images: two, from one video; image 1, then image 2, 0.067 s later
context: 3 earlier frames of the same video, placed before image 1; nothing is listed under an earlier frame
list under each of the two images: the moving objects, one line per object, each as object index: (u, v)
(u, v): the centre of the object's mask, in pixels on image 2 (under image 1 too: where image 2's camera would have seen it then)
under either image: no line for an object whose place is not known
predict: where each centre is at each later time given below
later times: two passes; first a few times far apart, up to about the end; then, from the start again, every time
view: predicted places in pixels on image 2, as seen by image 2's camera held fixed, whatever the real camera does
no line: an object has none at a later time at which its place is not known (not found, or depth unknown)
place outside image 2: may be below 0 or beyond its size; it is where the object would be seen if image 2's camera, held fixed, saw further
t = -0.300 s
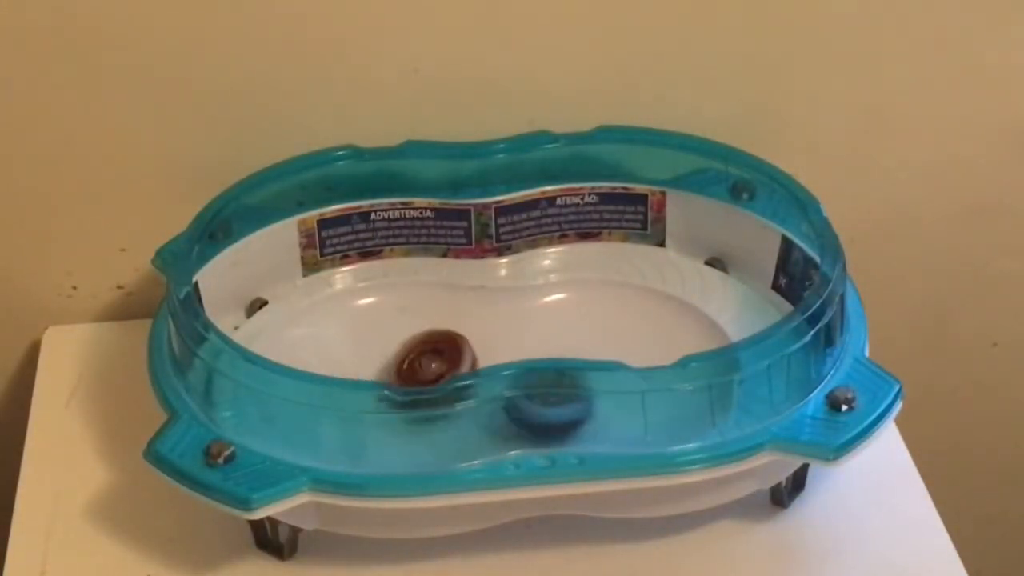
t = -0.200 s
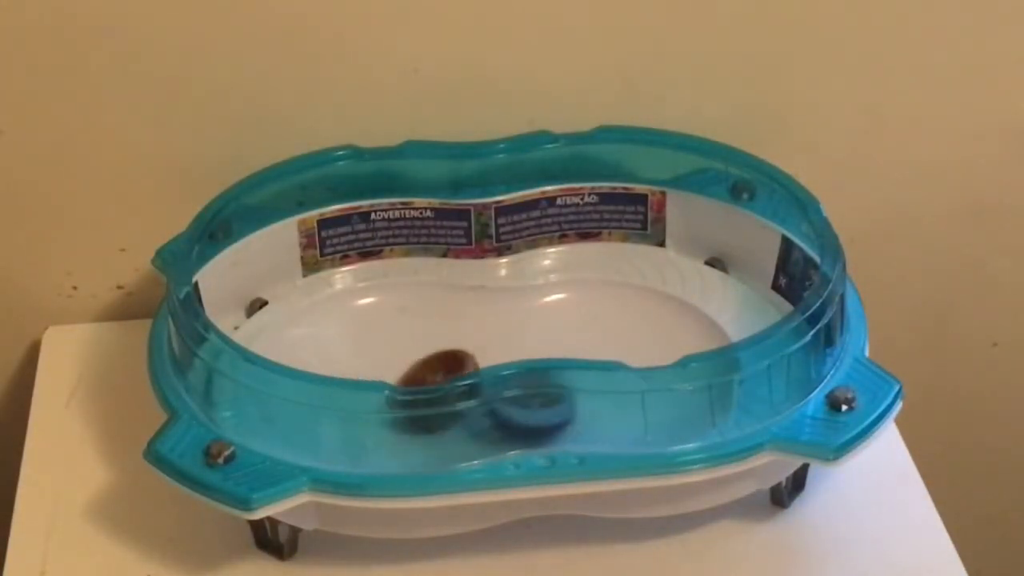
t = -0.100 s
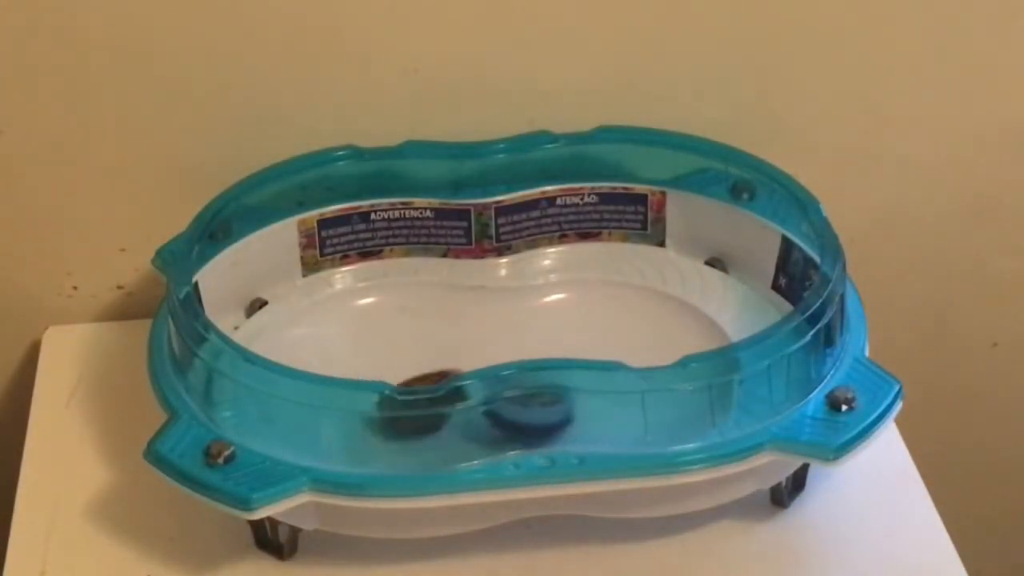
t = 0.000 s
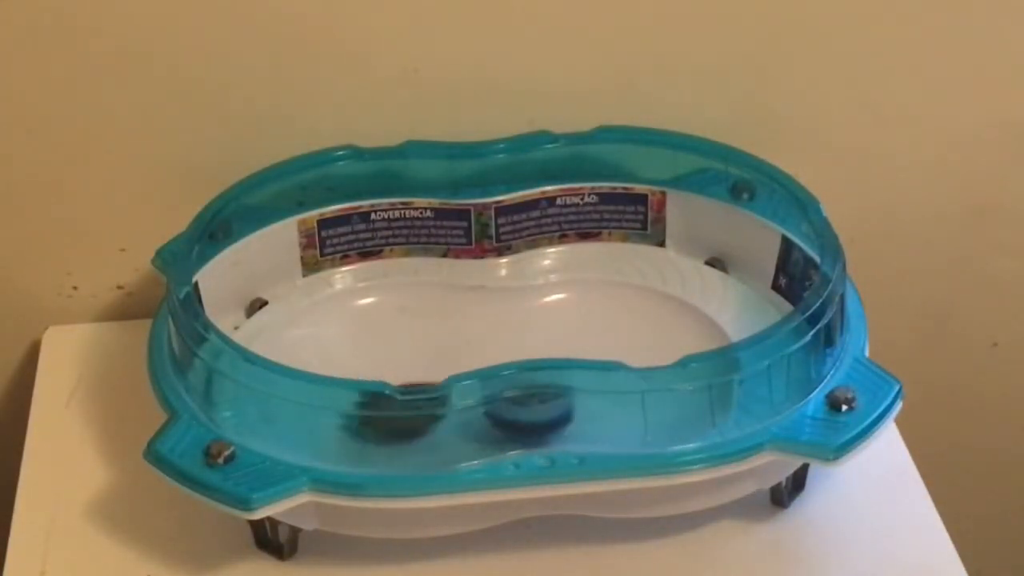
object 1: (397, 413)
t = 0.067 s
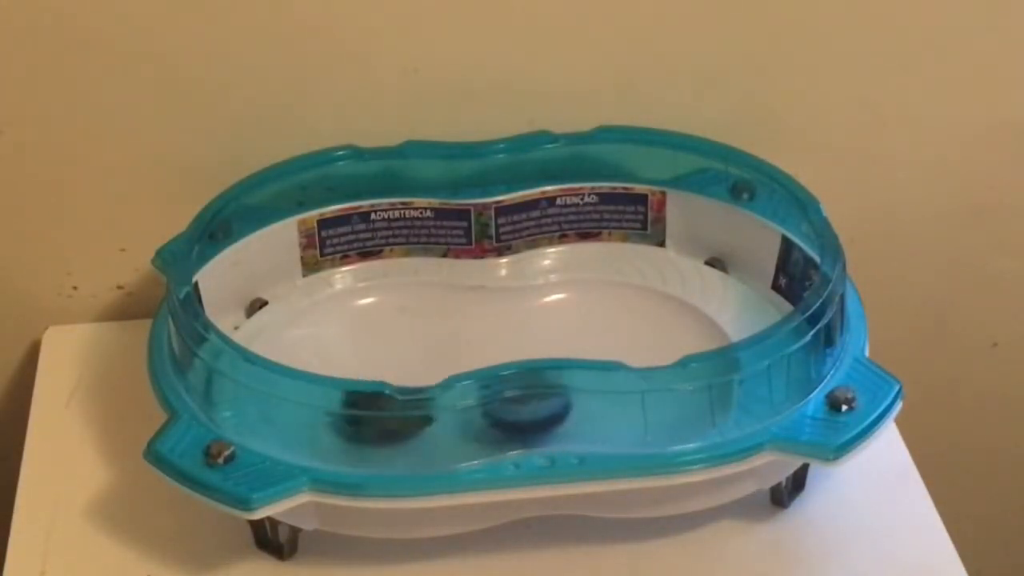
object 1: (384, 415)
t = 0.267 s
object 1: (346, 405)
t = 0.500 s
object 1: (372, 391)
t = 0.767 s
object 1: (421, 392)
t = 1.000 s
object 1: (432, 419)
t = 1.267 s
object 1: (406, 421)
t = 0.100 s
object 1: (376, 418)
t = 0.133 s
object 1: (368, 417)
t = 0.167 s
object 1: (360, 414)
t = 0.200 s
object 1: (356, 410)
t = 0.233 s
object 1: (350, 407)
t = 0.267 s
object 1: (346, 405)
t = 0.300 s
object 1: (345, 403)
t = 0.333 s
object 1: (346, 402)
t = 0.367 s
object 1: (349, 399)
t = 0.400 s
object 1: (353, 398)
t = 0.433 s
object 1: (359, 396)
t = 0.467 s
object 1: (365, 393)
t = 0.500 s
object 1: (372, 391)
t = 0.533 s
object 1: (378, 390)
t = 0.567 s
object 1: (386, 390)
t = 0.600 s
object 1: (392, 390)
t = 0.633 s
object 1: (399, 389)
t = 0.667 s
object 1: (404, 390)
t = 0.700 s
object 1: (413, 389)
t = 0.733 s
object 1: (420, 391)
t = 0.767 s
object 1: (421, 392)
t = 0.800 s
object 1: (422, 397)
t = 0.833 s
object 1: (424, 400)
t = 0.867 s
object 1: (432, 403)
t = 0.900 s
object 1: (433, 408)
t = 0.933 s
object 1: (431, 413)
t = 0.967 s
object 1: (433, 416)
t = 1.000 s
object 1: (432, 419)
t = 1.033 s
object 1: (433, 423)
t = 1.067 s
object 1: (431, 424)
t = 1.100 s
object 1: (429, 426)
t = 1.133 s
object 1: (426, 425)
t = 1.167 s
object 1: (423, 425)
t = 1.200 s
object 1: (419, 425)
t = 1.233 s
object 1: (412, 424)
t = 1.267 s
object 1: (406, 421)
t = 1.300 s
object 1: (401, 420)
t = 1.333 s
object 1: (395, 419)
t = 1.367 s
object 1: (390, 416)
